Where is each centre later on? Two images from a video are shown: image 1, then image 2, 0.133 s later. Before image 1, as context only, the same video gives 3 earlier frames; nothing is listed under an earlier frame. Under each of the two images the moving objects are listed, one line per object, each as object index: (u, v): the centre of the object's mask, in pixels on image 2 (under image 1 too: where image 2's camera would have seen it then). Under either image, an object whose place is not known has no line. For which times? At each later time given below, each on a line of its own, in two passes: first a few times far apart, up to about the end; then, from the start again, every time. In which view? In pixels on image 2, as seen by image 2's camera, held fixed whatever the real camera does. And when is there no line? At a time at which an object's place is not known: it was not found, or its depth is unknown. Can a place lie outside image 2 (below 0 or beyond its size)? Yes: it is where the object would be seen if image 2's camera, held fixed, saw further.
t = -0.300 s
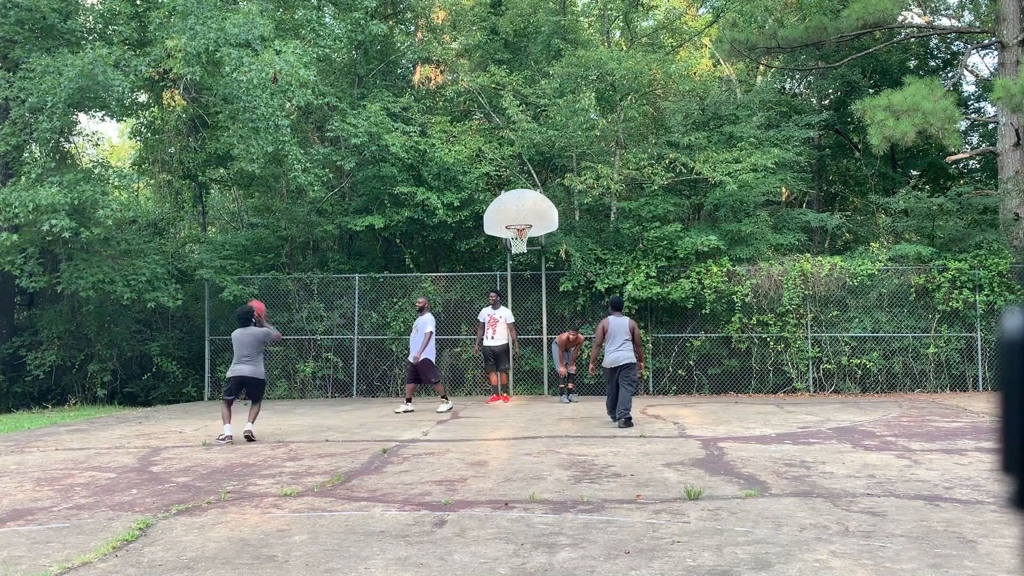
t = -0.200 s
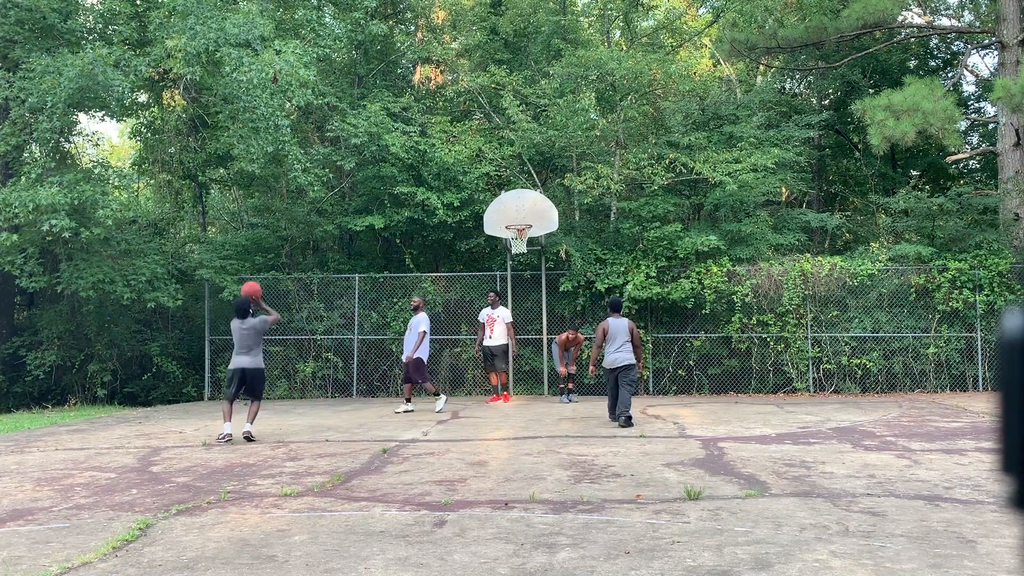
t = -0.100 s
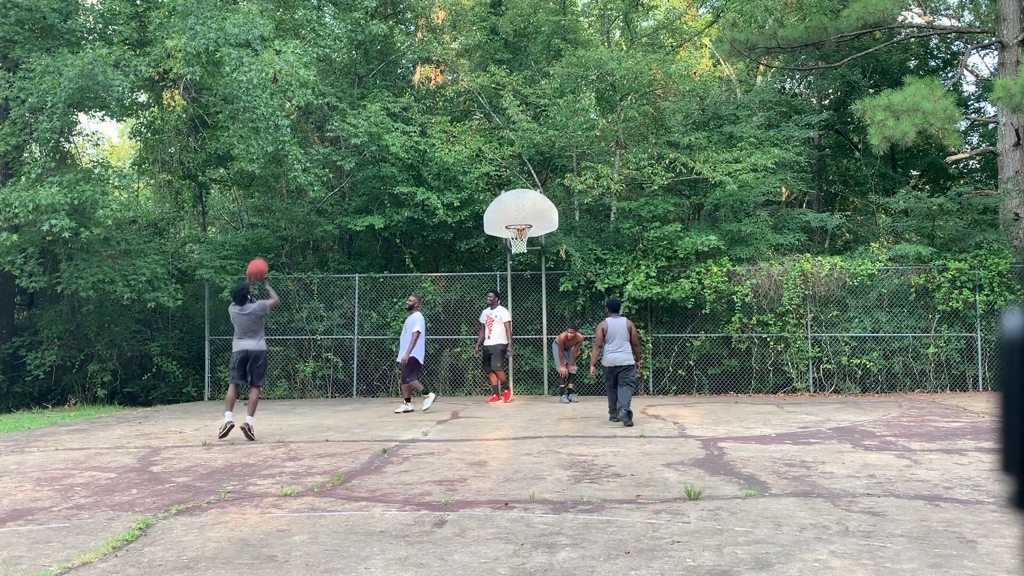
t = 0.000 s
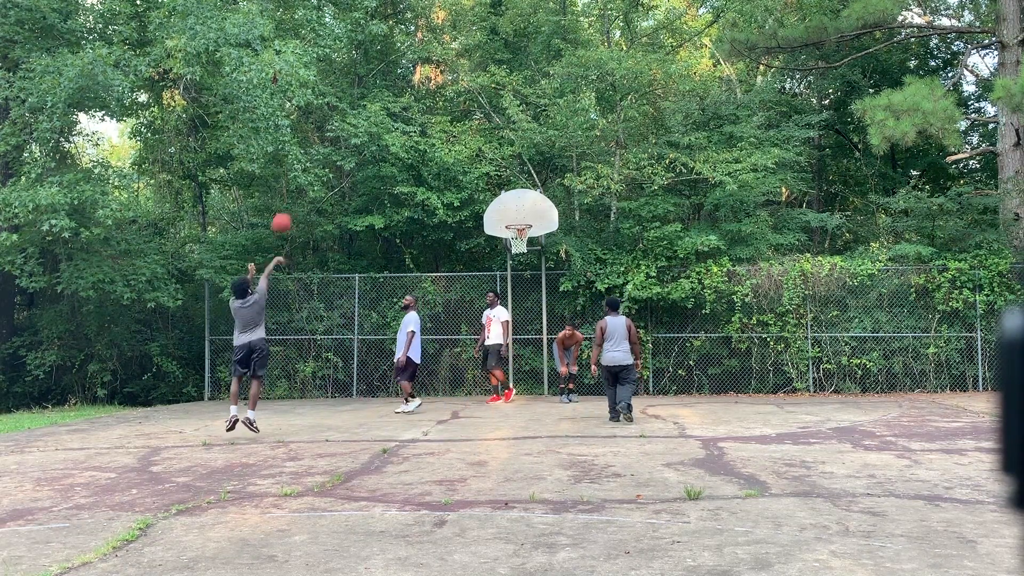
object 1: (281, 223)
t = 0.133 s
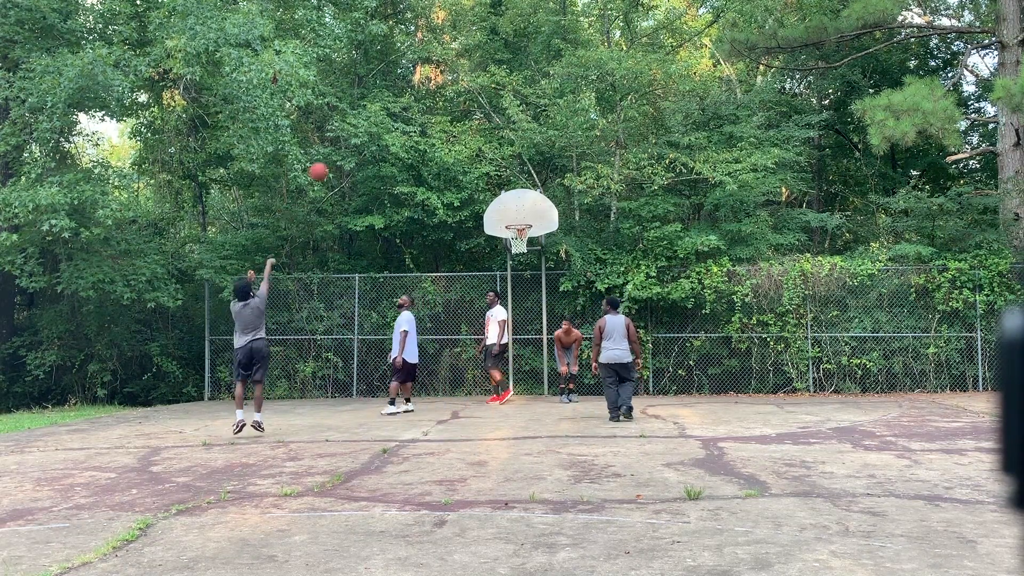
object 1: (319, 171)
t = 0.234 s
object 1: (342, 145)
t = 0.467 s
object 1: (394, 115)
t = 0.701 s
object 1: (437, 123)
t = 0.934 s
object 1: (476, 160)
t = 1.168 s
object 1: (508, 220)
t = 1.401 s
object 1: (540, 217)
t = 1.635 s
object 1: (565, 229)
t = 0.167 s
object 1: (327, 162)
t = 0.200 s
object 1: (335, 153)
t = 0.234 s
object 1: (342, 145)
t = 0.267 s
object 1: (350, 138)
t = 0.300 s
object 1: (358, 132)
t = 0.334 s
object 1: (366, 127)
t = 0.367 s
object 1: (373, 123)
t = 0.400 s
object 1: (380, 119)
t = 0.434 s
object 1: (387, 117)
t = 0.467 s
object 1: (394, 115)
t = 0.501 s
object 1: (400, 114)
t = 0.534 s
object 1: (407, 114)
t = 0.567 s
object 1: (413, 114)
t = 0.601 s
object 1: (419, 115)
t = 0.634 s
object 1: (425, 117)
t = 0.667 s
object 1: (432, 119)
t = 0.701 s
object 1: (437, 123)
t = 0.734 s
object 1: (443, 126)
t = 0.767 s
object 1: (449, 131)
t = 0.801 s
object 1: (454, 135)
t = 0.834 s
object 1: (460, 140)
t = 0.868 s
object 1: (466, 147)
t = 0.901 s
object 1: (471, 153)
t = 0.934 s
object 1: (476, 160)
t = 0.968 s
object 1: (480, 167)
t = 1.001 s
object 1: (485, 175)
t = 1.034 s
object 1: (490, 184)
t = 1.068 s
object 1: (494, 192)
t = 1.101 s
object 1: (499, 201)
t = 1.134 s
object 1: (504, 211)
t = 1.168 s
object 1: (508, 220)
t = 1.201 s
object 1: (513, 219)
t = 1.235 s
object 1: (519, 219)
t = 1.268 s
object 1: (524, 219)
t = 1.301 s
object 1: (530, 220)
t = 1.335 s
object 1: (534, 219)
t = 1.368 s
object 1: (537, 218)
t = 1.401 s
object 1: (540, 217)
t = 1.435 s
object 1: (544, 217)
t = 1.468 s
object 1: (547, 217)
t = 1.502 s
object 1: (551, 218)
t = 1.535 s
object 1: (554, 220)
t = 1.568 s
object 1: (558, 223)
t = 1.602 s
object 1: (562, 225)
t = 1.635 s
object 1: (565, 229)
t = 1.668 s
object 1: (569, 233)
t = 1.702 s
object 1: (573, 238)
